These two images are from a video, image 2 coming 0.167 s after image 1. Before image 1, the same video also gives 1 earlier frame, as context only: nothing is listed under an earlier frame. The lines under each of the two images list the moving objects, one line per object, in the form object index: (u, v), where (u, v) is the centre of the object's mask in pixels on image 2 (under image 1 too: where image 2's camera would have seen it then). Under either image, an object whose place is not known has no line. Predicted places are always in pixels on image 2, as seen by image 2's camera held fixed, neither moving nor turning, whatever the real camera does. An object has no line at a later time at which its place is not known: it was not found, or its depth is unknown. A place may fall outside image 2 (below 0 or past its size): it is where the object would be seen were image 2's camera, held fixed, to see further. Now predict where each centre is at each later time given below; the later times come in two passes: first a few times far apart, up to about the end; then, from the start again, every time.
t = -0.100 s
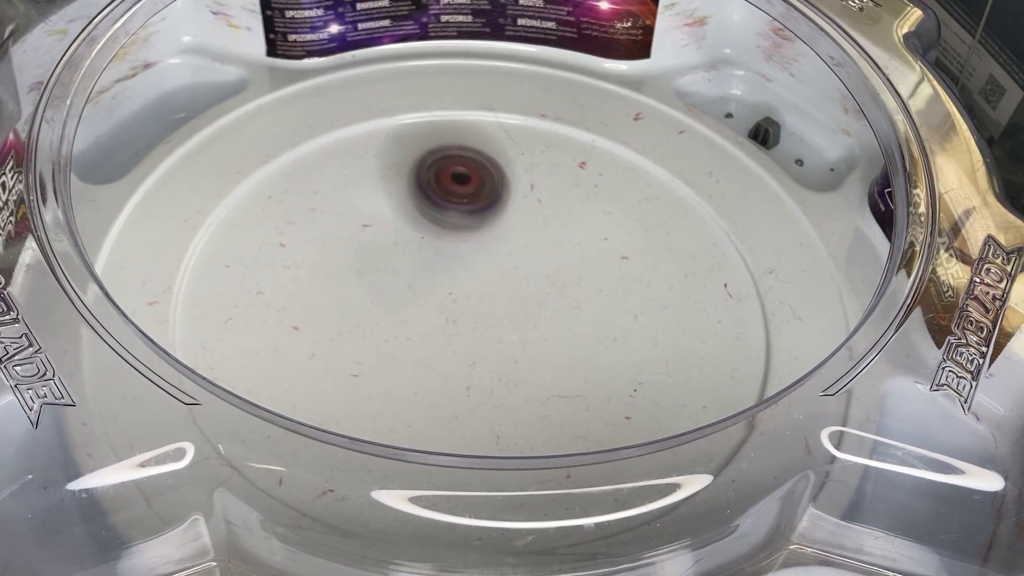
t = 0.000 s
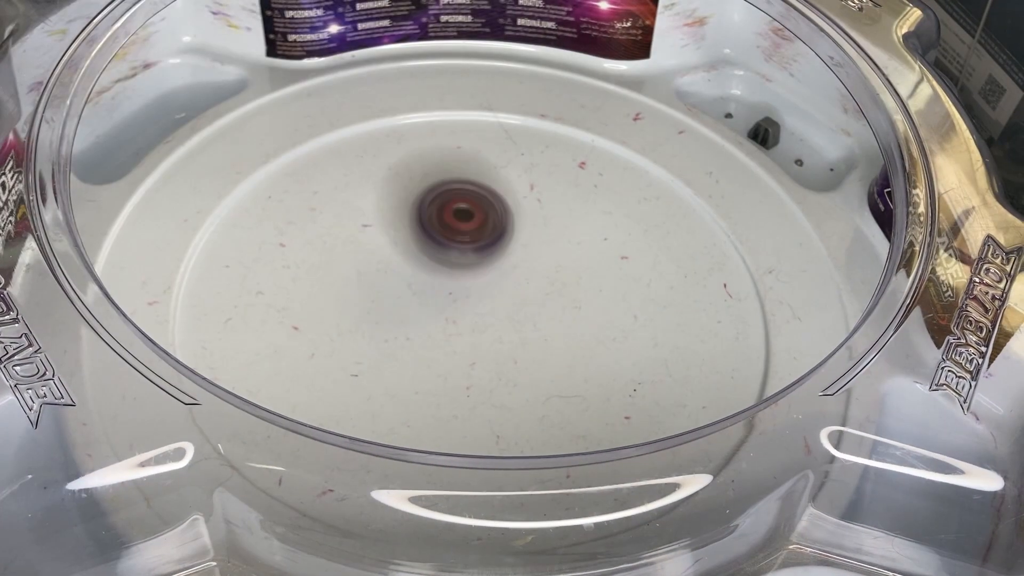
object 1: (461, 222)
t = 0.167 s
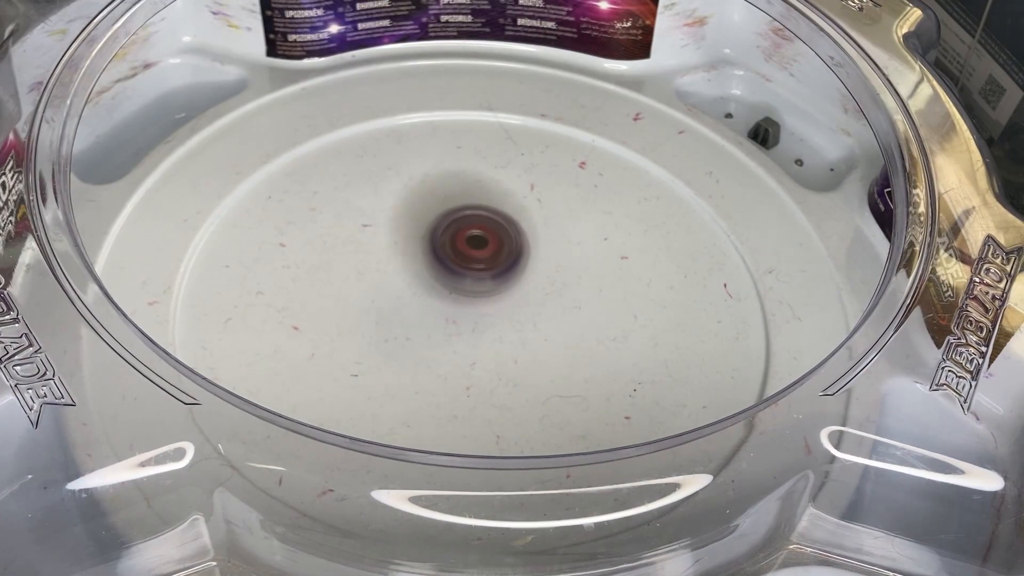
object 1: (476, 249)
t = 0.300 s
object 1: (506, 247)
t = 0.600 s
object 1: (517, 221)
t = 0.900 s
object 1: (536, 274)
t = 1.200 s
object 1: (579, 255)
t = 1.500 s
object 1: (517, 296)
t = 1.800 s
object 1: (566, 353)
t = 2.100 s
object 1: (541, 315)
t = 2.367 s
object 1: (454, 351)
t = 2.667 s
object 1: (496, 386)
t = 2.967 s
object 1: (454, 303)
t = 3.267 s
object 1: (353, 312)
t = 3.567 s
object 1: (437, 344)
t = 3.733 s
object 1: (473, 291)
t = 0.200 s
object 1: (483, 250)
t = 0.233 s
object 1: (491, 250)
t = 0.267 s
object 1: (498, 249)
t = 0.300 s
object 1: (506, 247)
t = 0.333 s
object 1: (513, 245)
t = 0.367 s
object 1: (519, 243)
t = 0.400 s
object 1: (523, 239)
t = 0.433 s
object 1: (526, 235)
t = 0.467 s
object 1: (527, 230)
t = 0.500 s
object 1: (526, 226)
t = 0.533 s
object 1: (524, 223)
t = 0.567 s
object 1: (521, 221)
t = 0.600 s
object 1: (517, 221)
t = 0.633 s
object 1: (513, 224)
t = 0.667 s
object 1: (509, 228)
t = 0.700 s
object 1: (506, 234)
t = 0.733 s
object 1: (505, 241)
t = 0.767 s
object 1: (507, 248)
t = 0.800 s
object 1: (511, 256)
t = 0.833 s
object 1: (517, 264)
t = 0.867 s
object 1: (527, 270)
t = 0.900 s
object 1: (536, 274)
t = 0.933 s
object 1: (547, 276)
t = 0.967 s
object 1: (558, 277)
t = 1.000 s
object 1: (567, 277)
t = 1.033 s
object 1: (576, 274)
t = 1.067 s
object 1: (581, 271)
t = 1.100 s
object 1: (585, 267)
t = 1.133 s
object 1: (585, 263)
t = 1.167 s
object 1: (584, 258)
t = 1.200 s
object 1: (579, 255)
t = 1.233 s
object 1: (573, 252)
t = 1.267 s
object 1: (565, 252)
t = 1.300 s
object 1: (555, 254)
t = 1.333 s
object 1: (546, 258)
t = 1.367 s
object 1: (536, 263)
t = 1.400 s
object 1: (528, 270)
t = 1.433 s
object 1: (522, 278)
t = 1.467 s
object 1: (518, 287)
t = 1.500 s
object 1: (517, 296)
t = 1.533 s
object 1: (517, 305)
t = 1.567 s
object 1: (517, 314)
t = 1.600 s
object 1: (521, 323)
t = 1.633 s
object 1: (526, 332)
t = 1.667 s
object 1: (533, 339)
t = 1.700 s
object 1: (540, 344)
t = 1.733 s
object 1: (549, 350)
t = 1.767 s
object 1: (557, 352)
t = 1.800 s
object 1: (566, 353)
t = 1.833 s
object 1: (574, 351)
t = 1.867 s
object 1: (580, 348)
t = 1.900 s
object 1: (584, 344)
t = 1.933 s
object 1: (584, 338)
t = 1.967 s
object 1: (581, 332)
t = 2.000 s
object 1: (575, 326)
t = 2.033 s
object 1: (566, 321)
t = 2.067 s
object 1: (554, 317)
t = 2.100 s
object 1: (541, 315)
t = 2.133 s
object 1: (527, 314)
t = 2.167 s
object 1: (513, 315)
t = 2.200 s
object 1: (499, 318)
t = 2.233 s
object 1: (488, 323)
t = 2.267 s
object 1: (477, 329)
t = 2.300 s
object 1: (467, 335)
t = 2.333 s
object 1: (459, 343)
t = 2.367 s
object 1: (454, 351)
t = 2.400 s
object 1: (451, 360)
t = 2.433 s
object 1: (451, 368)
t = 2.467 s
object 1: (453, 376)
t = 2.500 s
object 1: (457, 382)
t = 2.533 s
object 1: (463, 387)
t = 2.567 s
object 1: (470, 390)
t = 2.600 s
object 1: (479, 391)
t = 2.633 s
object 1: (488, 390)
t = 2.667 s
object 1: (496, 386)
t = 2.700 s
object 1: (504, 379)
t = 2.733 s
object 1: (508, 370)
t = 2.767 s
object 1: (509, 359)
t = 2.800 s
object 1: (506, 348)
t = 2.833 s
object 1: (501, 337)
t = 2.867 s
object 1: (492, 327)
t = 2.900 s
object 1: (481, 317)
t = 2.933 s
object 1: (468, 309)
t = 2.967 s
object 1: (454, 303)
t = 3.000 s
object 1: (440, 297)
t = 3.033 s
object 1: (426, 293)
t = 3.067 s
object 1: (412, 291)
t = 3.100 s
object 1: (400, 291)
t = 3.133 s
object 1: (388, 292)
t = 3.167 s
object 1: (377, 295)
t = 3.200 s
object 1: (366, 299)
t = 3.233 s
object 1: (359, 305)
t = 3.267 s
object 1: (353, 312)
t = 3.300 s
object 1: (351, 320)
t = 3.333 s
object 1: (352, 329)
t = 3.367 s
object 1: (357, 337)
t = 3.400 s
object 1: (366, 345)
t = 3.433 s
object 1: (378, 351)
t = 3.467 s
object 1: (391, 353)
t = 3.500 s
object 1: (407, 353)
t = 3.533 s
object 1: (423, 350)
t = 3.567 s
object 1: (437, 344)
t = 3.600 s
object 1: (448, 335)
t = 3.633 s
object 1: (458, 326)
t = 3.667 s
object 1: (467, 315)
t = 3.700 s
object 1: (471, 303)
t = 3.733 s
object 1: (473, 291)
